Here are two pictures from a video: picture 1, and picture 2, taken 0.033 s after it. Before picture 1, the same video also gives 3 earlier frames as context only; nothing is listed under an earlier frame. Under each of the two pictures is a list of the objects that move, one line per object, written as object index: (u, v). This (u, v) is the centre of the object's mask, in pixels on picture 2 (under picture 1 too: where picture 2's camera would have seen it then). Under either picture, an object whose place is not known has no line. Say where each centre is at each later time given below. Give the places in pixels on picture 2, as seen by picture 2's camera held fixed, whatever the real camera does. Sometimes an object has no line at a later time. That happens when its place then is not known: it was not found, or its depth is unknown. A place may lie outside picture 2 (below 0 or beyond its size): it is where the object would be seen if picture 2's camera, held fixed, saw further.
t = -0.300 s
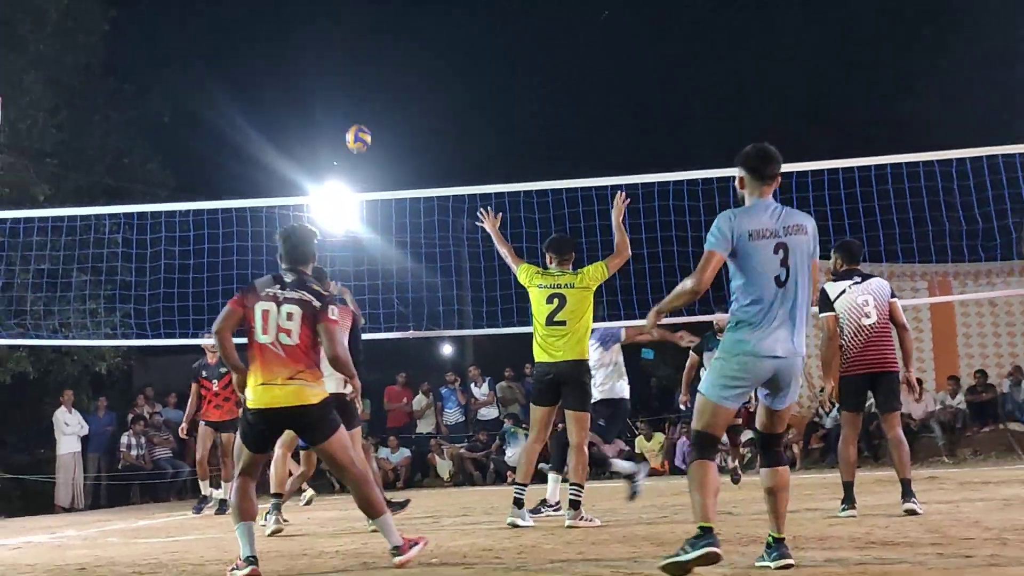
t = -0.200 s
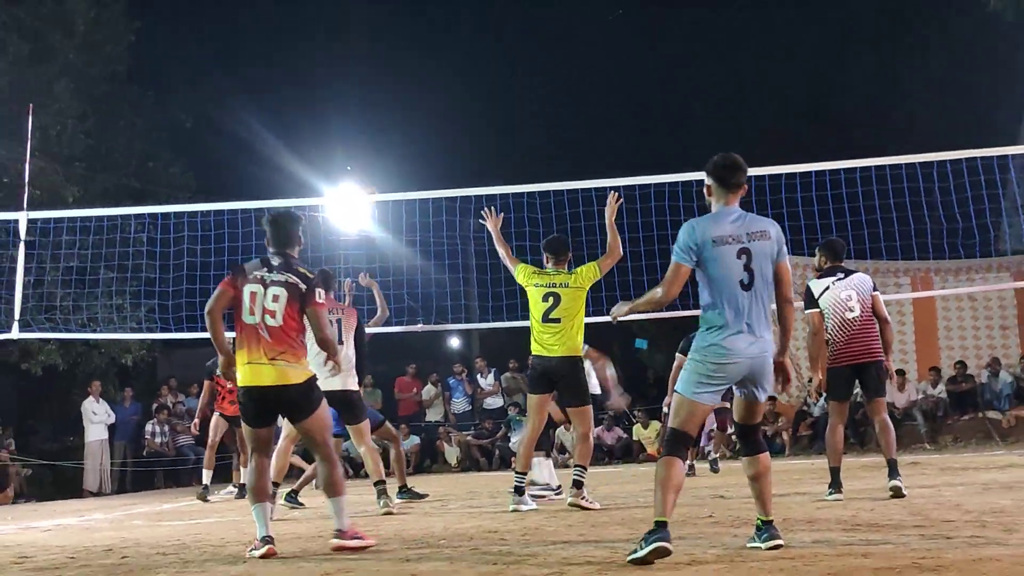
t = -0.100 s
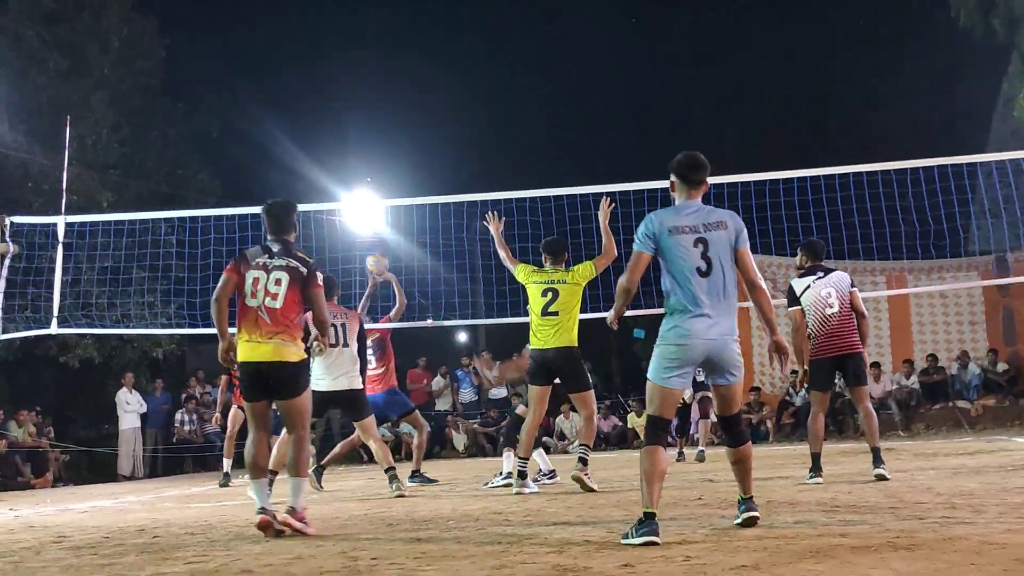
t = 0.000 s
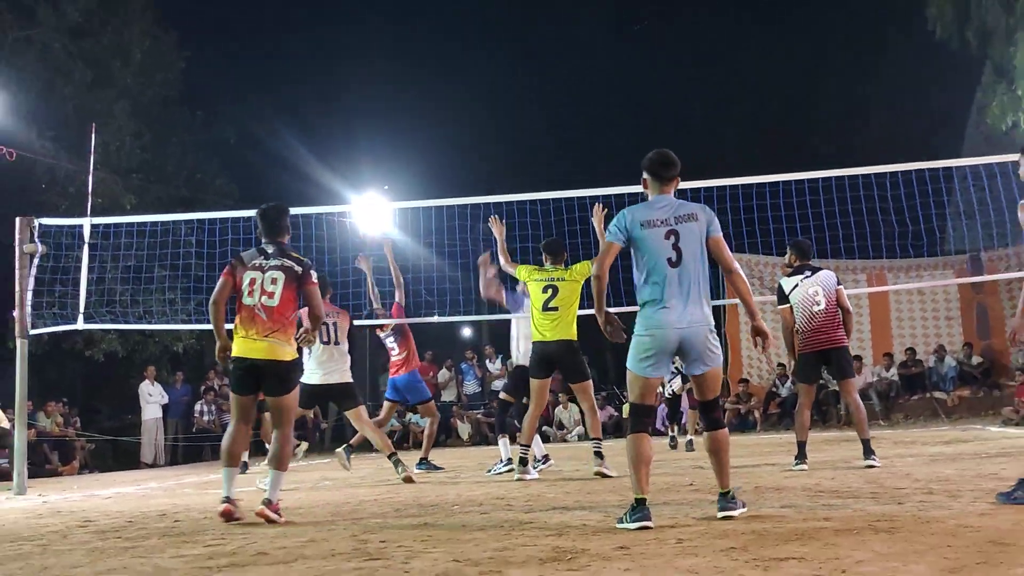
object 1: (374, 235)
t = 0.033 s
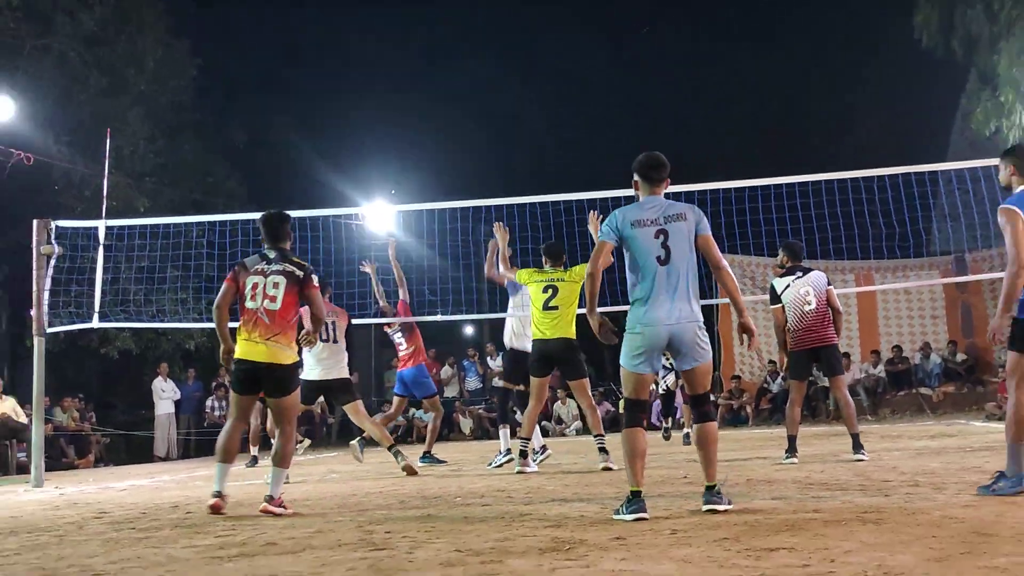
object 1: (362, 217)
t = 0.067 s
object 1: (362, 194)
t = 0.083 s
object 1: (360, 187)
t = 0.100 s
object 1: (357, 180)
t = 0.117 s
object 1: (356, 174)
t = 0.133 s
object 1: (352, 166)
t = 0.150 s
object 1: (350, 160)
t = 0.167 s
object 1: (348, 155)
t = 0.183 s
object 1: (344, 148)
